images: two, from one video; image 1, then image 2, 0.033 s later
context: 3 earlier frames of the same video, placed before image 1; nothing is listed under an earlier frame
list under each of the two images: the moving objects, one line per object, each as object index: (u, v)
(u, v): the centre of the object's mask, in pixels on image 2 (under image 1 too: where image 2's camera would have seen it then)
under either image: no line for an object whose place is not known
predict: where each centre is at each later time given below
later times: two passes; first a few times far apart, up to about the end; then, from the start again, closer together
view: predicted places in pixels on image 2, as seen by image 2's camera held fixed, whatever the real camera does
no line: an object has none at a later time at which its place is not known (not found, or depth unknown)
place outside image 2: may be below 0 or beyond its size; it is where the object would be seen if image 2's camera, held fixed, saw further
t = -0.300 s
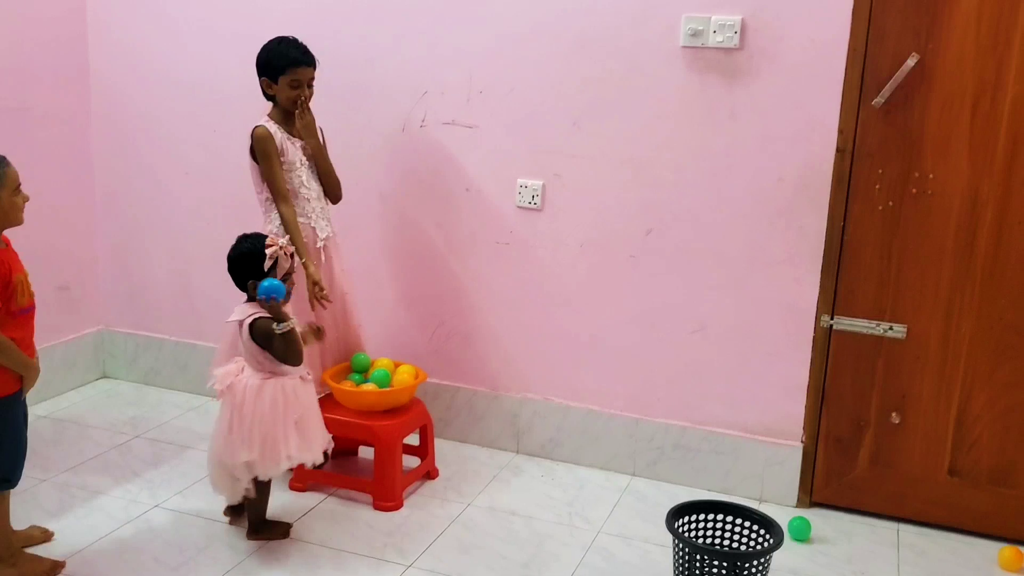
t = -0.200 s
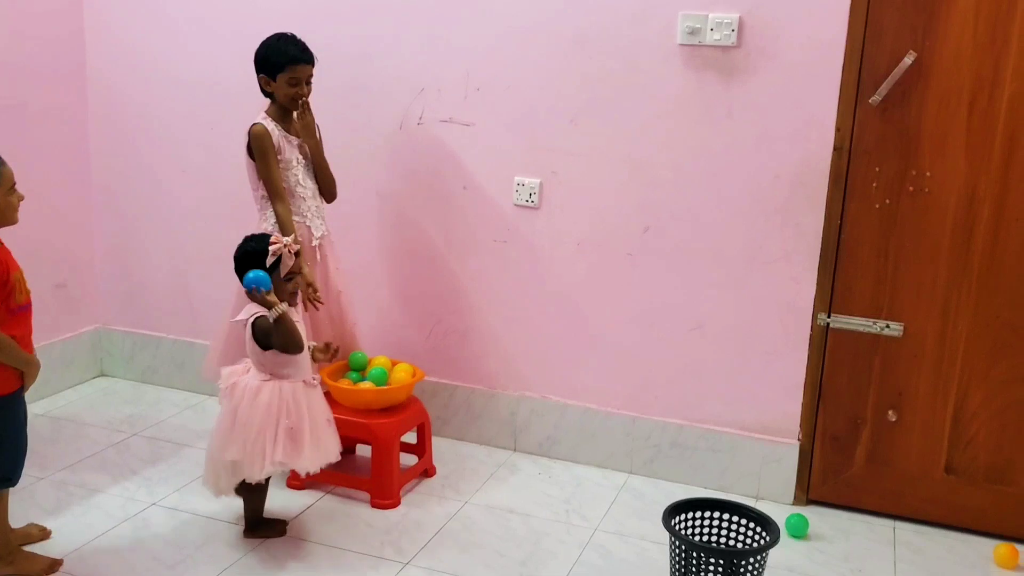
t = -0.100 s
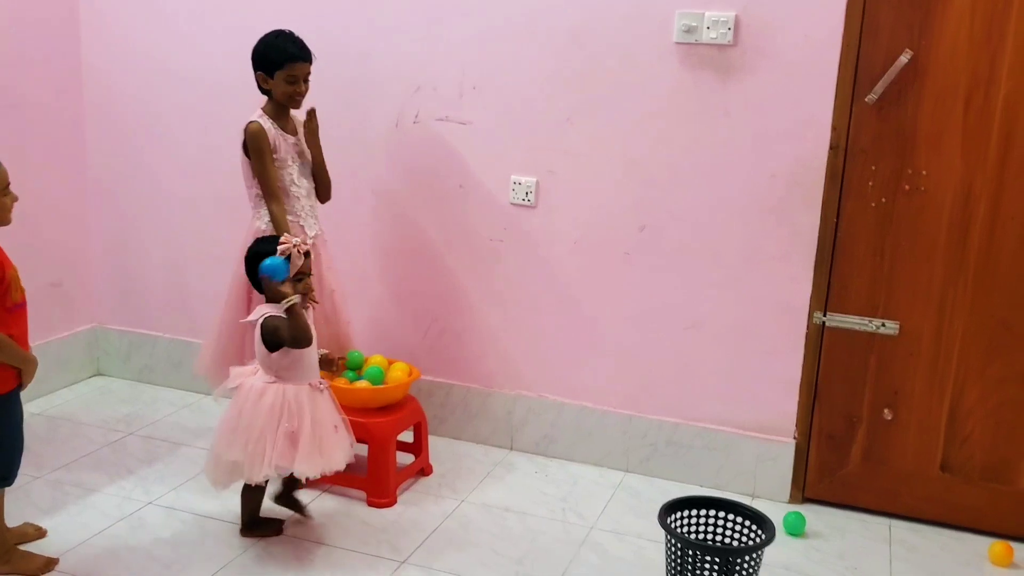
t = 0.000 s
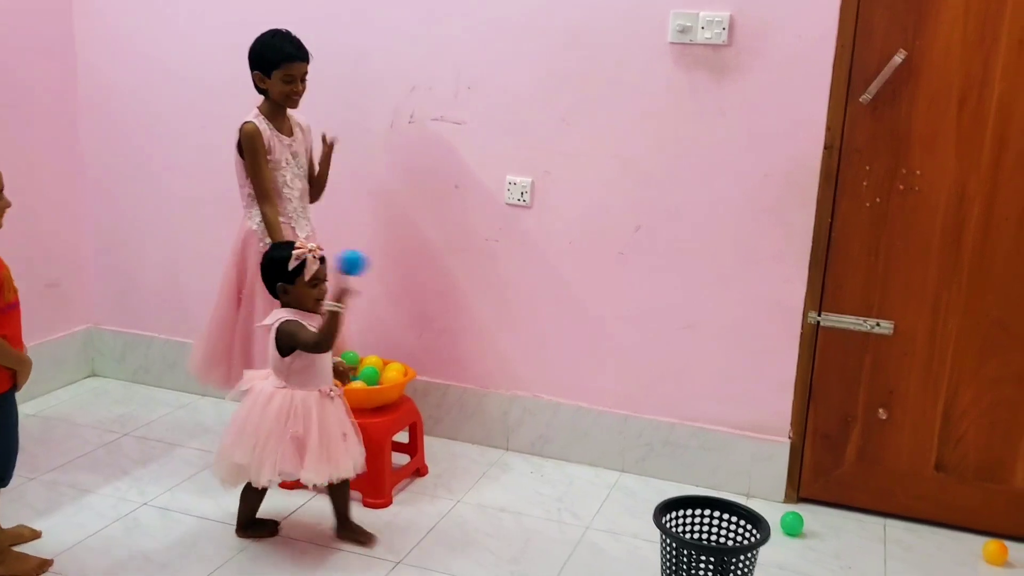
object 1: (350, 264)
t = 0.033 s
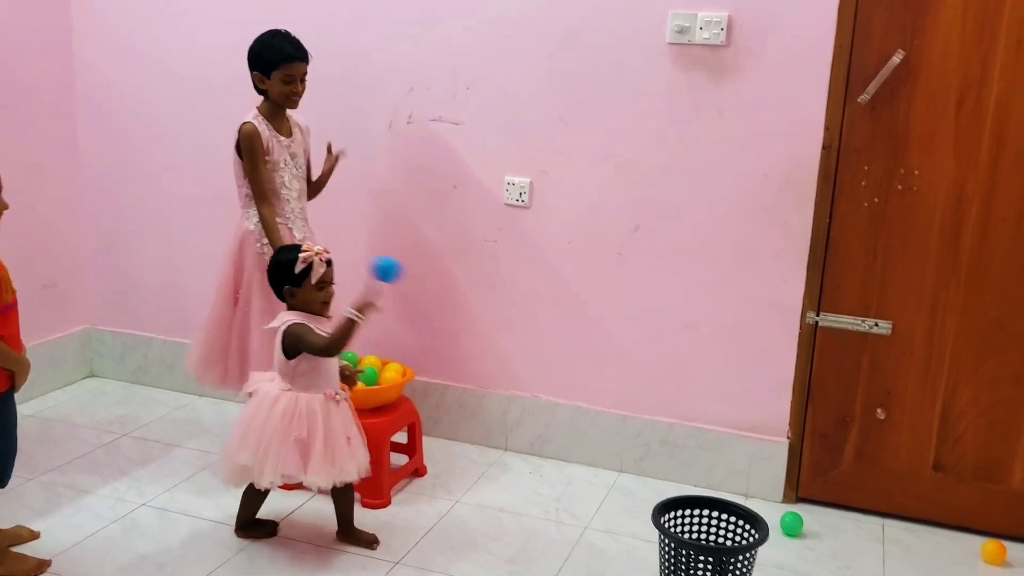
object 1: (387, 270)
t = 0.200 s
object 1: (545, 359)
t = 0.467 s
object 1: (726, 496)
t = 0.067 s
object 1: (421, 280)
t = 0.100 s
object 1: (454, 294)
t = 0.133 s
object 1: (485, 312)
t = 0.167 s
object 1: (516, 334)
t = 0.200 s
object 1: (545, 359)
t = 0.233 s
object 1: (573, 387)
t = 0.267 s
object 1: (600, 418)
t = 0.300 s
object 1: (627, 452)
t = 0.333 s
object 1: (651, 487)
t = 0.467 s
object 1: (726, 496)
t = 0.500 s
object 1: (735, 487)
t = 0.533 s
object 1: (746, 472)
